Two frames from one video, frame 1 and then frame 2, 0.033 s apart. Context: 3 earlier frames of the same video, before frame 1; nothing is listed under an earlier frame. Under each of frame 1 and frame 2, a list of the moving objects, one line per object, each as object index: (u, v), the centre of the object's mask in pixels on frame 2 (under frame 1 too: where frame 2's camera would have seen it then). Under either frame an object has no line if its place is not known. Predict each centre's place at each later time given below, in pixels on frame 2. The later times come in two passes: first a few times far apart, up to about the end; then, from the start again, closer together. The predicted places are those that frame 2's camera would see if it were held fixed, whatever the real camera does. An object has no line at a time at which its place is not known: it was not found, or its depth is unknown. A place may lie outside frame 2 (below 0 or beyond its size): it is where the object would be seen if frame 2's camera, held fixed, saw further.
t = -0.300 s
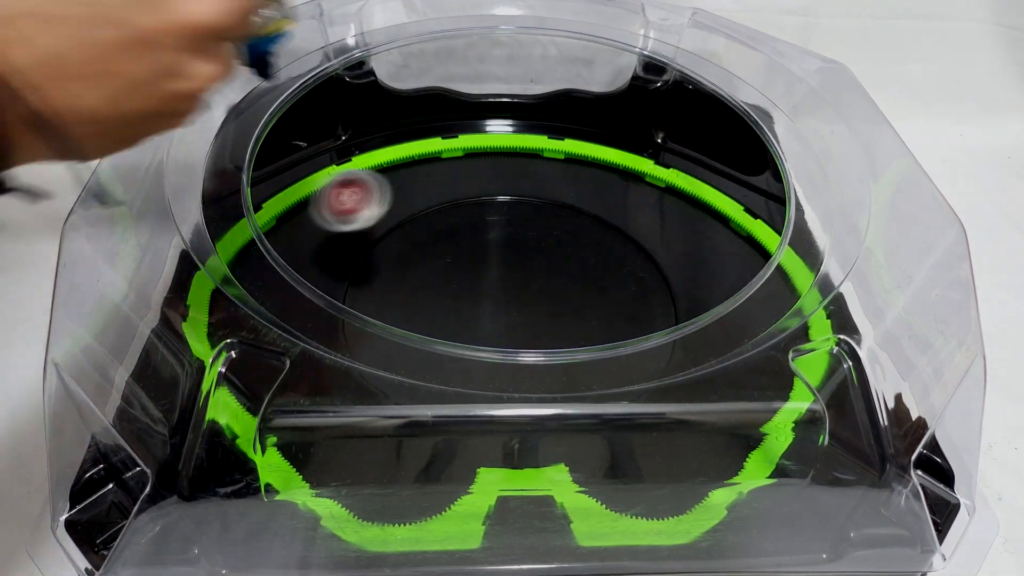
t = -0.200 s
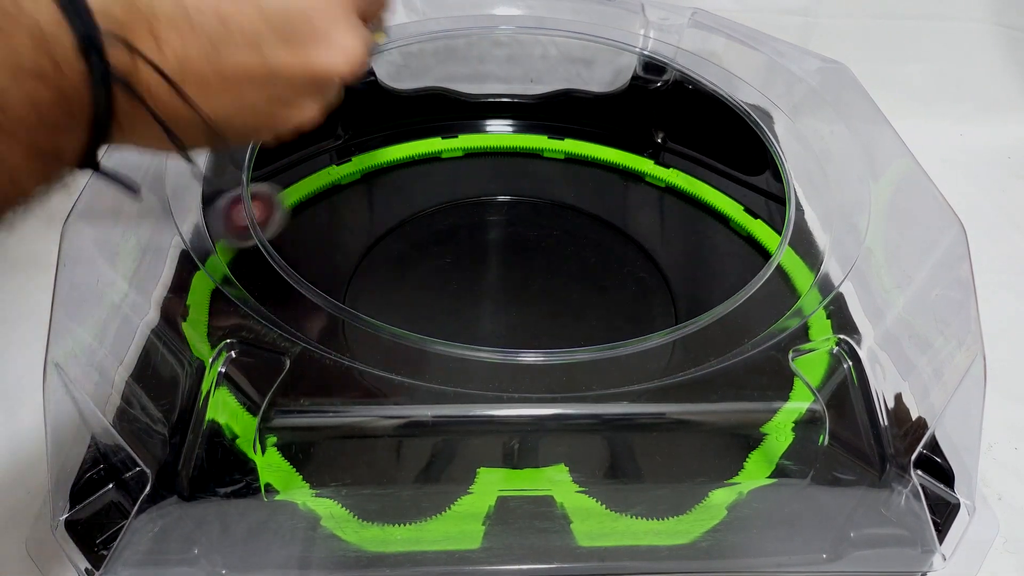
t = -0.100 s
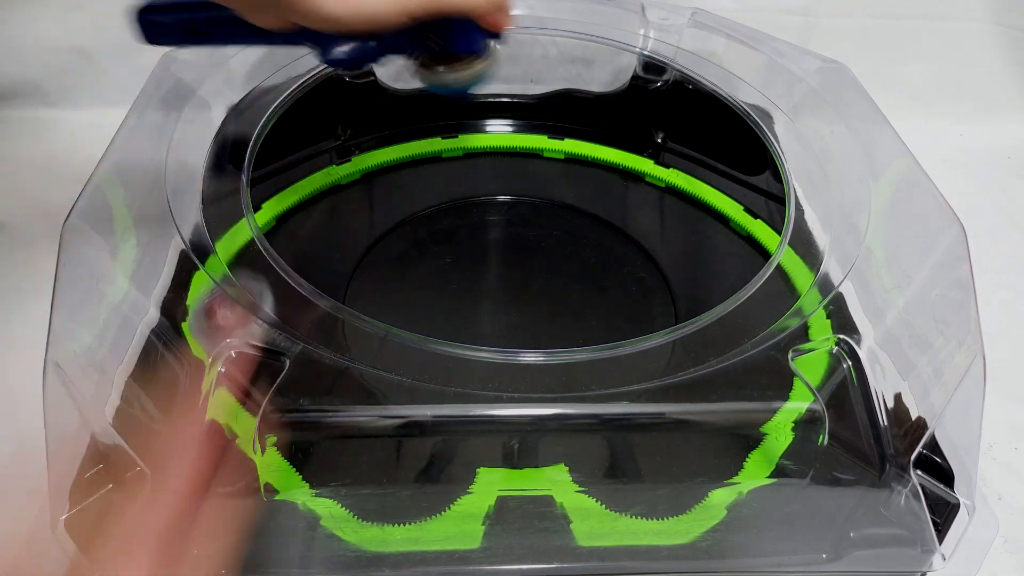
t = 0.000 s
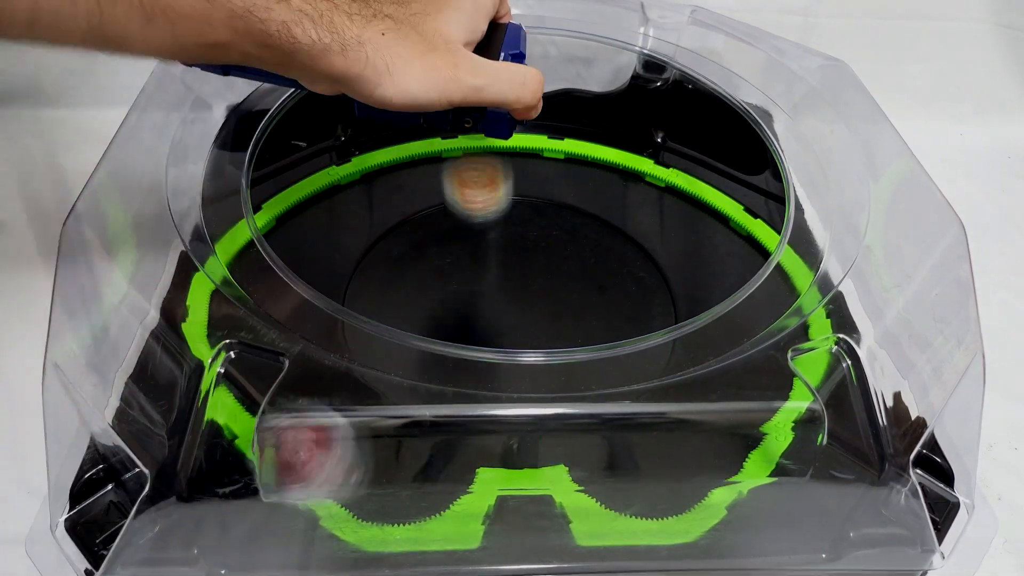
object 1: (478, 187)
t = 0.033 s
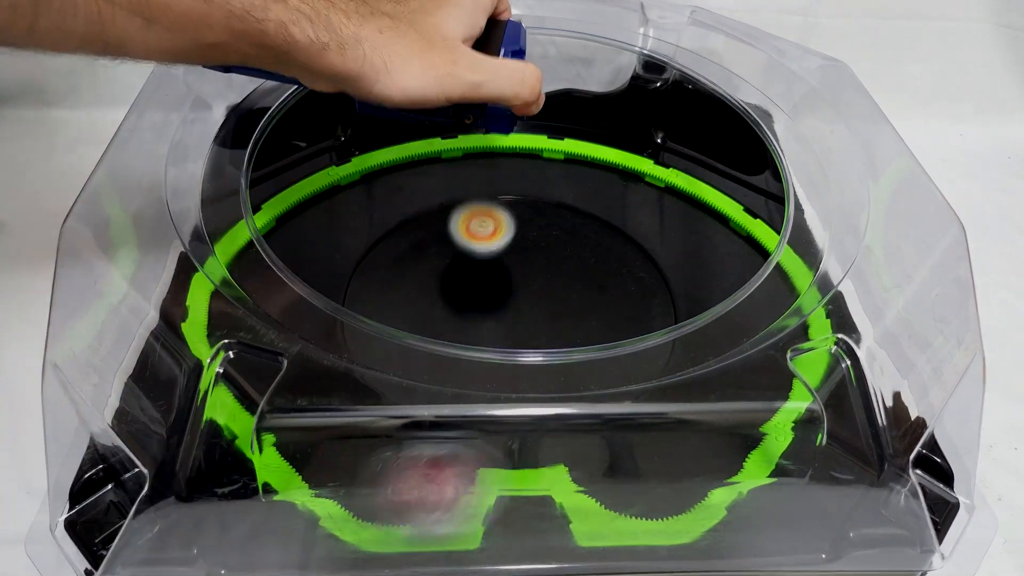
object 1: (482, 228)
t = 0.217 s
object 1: (518, 262)
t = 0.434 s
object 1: (613, 261)
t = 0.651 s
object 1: (573, 190)
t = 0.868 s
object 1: (353, 246)
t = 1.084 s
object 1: (639, 370)
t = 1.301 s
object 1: (526, 138)
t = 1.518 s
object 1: (389, 386)
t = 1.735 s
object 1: (460, 175)
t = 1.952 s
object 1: (221, 266)
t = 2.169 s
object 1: (323, 260)
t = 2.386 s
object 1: (508, 178)
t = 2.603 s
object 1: (599, 157)
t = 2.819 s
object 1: (453, 312)
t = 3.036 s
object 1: (482, 420)
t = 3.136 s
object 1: (573, 414)
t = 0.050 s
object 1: (484, 220)
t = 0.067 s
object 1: (487, 215)
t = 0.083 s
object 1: (490, 213)
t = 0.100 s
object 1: (493, 214)
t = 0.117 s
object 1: (495, 219)
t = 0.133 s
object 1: (498, 227)
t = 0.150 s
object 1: (500, 238)
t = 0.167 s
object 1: (502, 249)
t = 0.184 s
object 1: (507, 253)
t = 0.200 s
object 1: (513, 256)
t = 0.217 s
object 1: (518, 262)
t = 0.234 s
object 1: (525, 266)
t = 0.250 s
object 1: (531, 269)
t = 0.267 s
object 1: (539, 272)
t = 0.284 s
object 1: (547, 274)
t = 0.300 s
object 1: (555, 275)
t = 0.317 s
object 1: (563, 276)
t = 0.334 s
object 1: (572, 276)
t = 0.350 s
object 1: (580, 275)
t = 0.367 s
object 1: (588, 273)
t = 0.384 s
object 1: (596, 271)
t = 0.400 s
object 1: (602, 268)
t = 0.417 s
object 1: (608, 265)
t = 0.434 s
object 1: (613, 261)
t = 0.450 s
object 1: (618, 257)
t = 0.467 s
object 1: (621, 253)
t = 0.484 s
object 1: (624, 247)
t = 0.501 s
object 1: (626, 241)
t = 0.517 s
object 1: (626, 235)
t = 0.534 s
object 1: (626, 229)
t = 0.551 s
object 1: (624, 222)
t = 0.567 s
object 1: (621, 214)
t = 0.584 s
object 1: (616, 207)
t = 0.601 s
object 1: (609, 200)
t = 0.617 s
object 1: (598, 197)
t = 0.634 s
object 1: (587, 194)
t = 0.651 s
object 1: (573, 190)
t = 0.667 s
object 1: (558, 186)
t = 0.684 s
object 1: (542, 183)
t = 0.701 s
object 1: (525, 181)
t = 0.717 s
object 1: (507, 180)
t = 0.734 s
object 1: (488, 180)
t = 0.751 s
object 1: (469, 182)
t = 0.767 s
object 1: (449, 185)
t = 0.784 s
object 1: (431, 188)
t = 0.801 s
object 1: (412, 194)
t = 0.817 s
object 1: (395, 204)
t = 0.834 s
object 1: (381, 217)
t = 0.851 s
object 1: (366, 230)
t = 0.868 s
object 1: (353, 246)
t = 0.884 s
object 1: (346, 264)
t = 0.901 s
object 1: (346, 284)
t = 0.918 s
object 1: (346, 307)
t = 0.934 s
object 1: (357, 328)
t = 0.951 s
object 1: (372, 351)
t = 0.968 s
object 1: (399, 371)
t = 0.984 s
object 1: (428, 384)
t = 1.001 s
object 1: (464, 407)
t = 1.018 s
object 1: (502, 425)
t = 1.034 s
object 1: (540, 433)
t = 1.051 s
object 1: (576, 409)
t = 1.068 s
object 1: (609, 384)
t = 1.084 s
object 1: (639, 370)
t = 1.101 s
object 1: (669, 353)
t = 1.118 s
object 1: (696, 333)
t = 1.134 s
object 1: (723, 316)
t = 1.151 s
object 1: (746, 303)
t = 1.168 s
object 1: (764, 289)
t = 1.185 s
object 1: (785, 273)
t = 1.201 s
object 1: (784, 253)
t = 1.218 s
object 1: (745, 228)
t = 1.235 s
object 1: (706, 202)
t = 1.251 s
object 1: (670, 177)
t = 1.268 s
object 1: (637, 153)
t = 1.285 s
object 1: (588, 141)
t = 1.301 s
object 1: (526, 138)
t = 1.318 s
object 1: (464, 132)
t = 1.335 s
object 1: (408, 141)
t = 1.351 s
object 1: (348, 163)
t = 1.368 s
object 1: (293, 186)
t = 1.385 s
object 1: (245, 230)
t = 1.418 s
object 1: (248, 312)
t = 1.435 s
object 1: (272, 351)
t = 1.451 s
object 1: (303, 384)
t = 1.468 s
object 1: (341, 423)
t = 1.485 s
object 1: (372, 450)
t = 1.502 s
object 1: (381, 423)
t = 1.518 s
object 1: (389, 386)
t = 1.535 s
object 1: (396, 359)
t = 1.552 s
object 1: (404, 337)
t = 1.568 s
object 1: (412, 311)
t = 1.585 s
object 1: (416, 301)
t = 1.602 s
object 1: (422, 293)
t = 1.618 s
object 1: (428, 287)
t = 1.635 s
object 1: (436, 276)
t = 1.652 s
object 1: (440, 255)
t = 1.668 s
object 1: (444, 236)
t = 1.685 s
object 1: (449, 221)
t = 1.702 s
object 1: (452, 204)
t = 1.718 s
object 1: (456, 187)
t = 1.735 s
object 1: (460, 175)
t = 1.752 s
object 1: (454, 178)
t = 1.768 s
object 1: (436, 178)
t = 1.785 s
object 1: (419, 168)
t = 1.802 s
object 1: (402, 162)
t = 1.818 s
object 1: (383, 157)
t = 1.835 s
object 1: (363, 157)
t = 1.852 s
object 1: (341, 160)
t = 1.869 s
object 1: (321, 168)
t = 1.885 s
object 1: (299, 180)
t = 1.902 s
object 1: (282, 198)
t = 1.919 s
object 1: (257, 220)
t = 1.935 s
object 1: (239, 245)
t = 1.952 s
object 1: (221, 266)
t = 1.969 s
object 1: (222, 268)
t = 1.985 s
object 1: (225, 266)
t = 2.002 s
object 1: (230, 268)
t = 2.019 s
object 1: (237, 274)
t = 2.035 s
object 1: (243, 282)
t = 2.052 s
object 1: (250, 283)
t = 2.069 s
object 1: (263, 275)
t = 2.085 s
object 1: (270, 275)
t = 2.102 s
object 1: (276, 277)
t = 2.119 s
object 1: (284, 275)
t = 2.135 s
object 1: (296, 270)
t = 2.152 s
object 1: (309, 267)
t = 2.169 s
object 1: (323, 260)
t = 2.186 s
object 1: (333, 257)
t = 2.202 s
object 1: (346, 251)
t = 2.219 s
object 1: (361, 245)
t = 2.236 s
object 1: (375, 242)
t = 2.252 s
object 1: (392, 236)
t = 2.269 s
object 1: (408, 230)
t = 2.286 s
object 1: (424, 223)
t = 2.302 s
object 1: (440, 216)
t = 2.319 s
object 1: (455, 209)
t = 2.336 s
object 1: (470, 201)
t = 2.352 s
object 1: (483, 193)
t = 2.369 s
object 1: (496, 185)
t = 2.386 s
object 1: (508, 178)
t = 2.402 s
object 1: (520, 174)
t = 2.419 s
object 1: (531, 172)
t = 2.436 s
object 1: (542, 172)
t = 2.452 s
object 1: (553, 169)
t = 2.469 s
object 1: (563, 168)
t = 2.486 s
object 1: (574, 164)
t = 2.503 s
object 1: (583, 161)
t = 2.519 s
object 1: (593, 157)
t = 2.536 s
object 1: (602, 154)
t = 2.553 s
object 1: (611, 150)
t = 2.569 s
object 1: (617, 146)
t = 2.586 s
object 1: (610, 149)
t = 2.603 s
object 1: (599, 157)
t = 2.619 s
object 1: (588, 168)
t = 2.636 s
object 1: (577, 184)
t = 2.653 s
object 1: (564, 197)
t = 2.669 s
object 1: (553, 207)
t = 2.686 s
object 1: (541, 218)
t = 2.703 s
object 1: (528, 233)
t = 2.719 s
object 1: (517, 246)
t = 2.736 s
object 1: (504, 258)
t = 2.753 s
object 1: (493, 271)
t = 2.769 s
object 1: (481, 283)
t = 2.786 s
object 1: (471, 295)
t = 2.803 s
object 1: (461, 305)
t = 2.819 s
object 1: (453, 312)
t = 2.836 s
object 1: (447, 317)
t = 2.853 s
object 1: (437, 338)
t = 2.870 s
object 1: (433, 346)
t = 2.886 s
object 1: (429, 358)
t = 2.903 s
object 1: (427, 366)
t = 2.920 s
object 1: (428, 373)
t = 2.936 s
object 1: (430, 384)
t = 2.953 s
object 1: (434, 389)
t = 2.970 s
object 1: (440, 394)
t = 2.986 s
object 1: (449, 405)
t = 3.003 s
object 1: (458, 411)
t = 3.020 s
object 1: (469, 415)
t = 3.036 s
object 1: (482, 420)
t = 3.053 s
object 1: (497, 423)
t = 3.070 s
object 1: (512, 422)
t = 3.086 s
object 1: (526, 422)
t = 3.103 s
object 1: (541, 423)
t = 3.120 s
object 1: (556, 419)
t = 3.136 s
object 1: (573, 414)
